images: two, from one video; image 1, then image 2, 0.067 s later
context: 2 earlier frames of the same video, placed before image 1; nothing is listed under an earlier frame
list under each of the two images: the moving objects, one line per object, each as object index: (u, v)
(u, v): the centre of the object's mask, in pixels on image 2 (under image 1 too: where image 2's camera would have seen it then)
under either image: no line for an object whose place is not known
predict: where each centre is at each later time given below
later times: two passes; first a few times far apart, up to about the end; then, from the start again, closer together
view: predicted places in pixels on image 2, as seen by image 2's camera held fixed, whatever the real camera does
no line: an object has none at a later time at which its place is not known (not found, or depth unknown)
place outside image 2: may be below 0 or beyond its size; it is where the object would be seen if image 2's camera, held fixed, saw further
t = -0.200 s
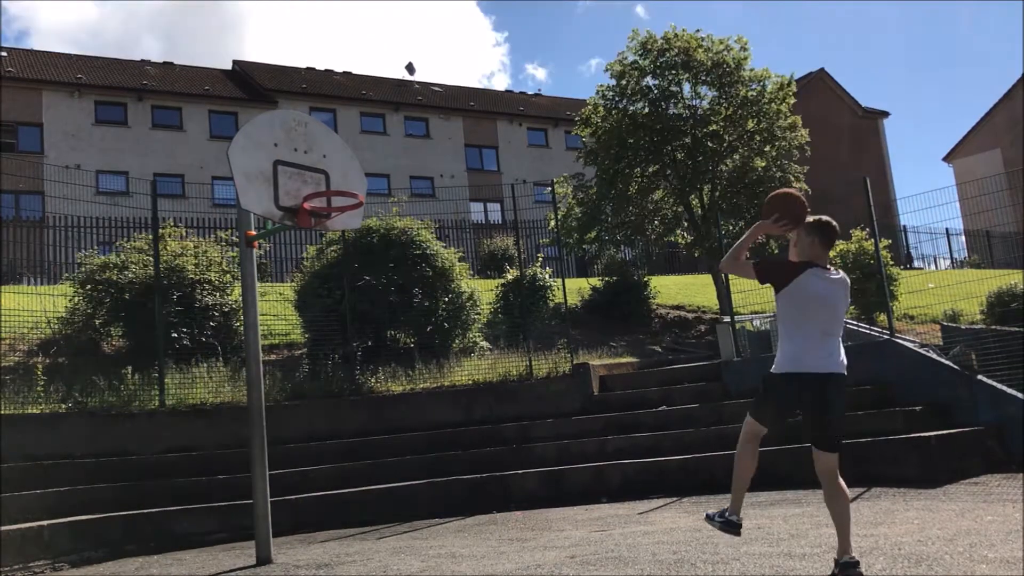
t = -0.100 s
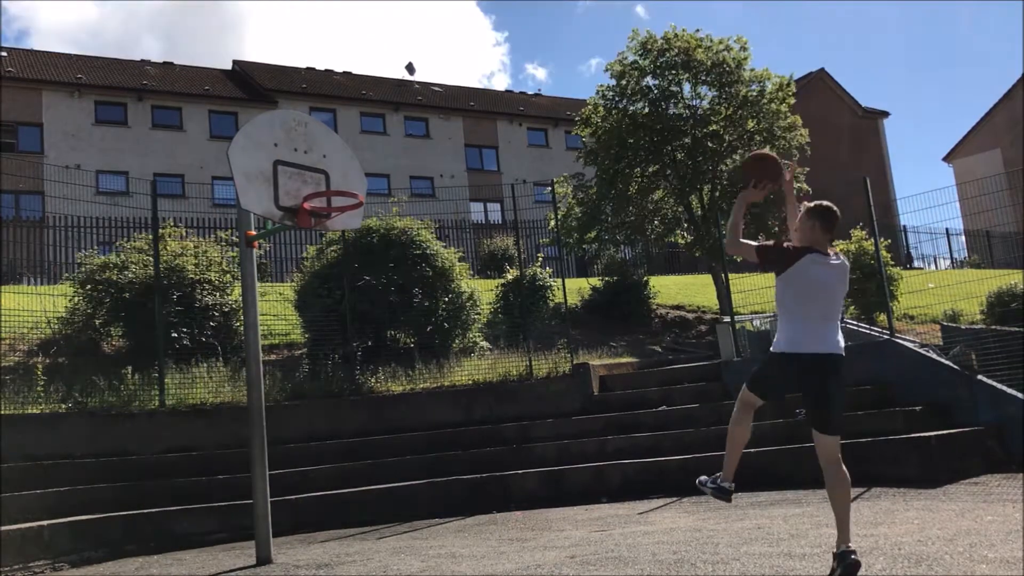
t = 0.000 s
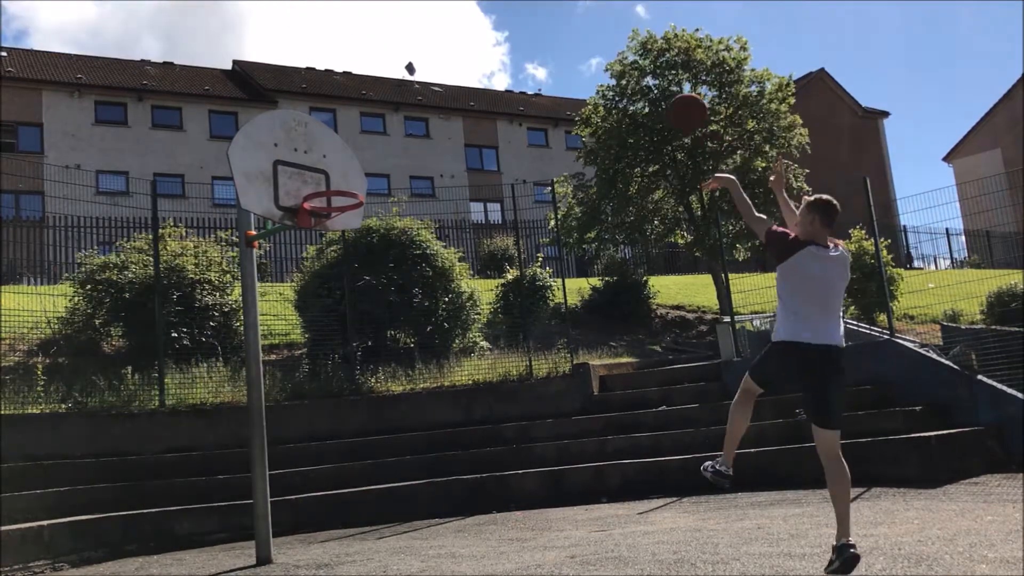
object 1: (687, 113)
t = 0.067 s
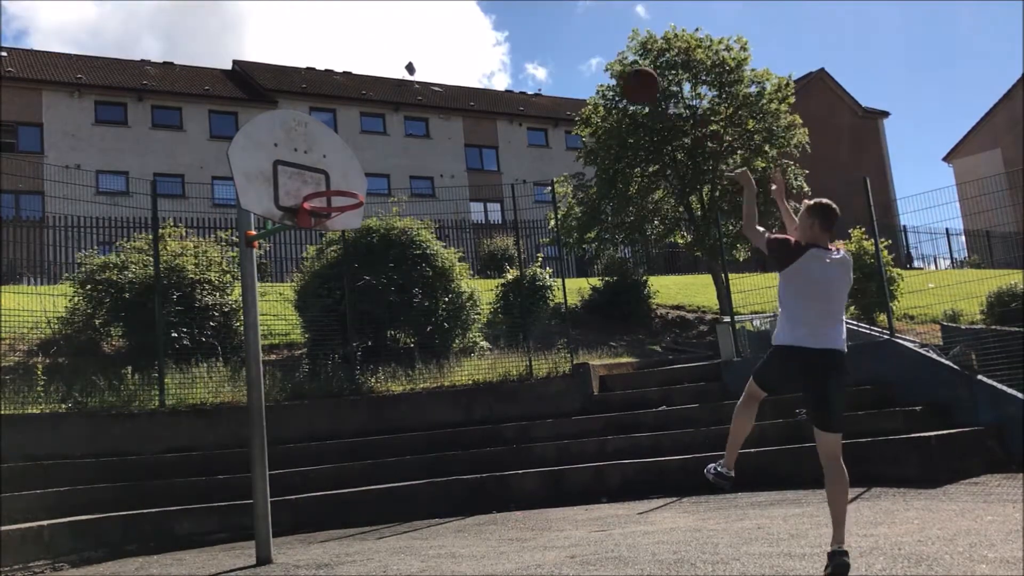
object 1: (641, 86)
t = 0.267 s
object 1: (524, 52)
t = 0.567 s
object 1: (397, 98)
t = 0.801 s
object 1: (319, 196)
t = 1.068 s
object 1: (317, 117)
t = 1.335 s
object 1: (331, 120)
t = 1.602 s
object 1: (339, 178)
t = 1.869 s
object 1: (319, 191)
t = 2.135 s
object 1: (348, 222)
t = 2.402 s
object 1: (385, 343)
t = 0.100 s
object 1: (619, 76)
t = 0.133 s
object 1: (597, 68)
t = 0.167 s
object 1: (578, 61)
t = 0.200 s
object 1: (559, 56)
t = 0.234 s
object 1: (541, 53)
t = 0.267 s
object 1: (524, 52)
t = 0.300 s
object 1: (508, 52)
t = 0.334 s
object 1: (492, 53)
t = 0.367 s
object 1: (477, 56)
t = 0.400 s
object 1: (462, 60)
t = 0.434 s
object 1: (448, 65)
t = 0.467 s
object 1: (434, 72)
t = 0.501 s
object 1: (421, 80)
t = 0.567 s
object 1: (397, 98)
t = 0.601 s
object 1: (385, 109)
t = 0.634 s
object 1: (373, 122)
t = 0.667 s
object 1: (361, 134)
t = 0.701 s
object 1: (351, 148)
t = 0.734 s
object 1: (340, 163)
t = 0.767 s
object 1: (330, 178)
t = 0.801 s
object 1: (319, 196)
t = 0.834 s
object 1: (317, 181)
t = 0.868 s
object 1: (316, 168)
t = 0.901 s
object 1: (312, 156)
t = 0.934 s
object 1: (312, 145)
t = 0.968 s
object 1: (313, 136)
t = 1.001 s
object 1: (314, 129)
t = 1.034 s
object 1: (315, 122)
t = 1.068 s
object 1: (317, 117)
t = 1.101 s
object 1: (318, 114)
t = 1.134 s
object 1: (320, 111)
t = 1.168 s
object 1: (322, 110)
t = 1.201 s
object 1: (323, 109)
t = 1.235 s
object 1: (325, 110)
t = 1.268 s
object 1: (327, 112)
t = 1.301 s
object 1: (329, 115)
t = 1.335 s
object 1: (331, 120)
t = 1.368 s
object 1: (333, 125)
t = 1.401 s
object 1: (335, 133)
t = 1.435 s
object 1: (338, 141)
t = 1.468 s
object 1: (340, 151)
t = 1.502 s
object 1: (343, 162)
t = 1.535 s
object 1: (346, 174)
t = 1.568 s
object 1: (345, 180)
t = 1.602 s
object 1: (339, 178)
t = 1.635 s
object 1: (335, 178)
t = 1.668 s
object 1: (330, 178)
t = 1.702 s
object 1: (326, 179)
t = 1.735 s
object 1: (321, 181)
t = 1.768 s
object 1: (317, 187)
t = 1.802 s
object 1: (313, 192)
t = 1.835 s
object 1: (316, 192)
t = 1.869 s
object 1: (319, 191)
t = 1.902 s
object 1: (322, 190)
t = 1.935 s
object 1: (326, 191)
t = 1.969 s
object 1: (329, 193)
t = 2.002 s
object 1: (333, 196)
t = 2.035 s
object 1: (336, 201)
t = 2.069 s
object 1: (341, 208)
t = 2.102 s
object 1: (344, 214)
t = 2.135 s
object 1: (348, 222)
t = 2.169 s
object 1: (352, 230)
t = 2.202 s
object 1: (357, 243)
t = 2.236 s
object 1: (362, 257)
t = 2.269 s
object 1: (365, 271)
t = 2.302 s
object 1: (371, 286)
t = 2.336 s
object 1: (375, 303)
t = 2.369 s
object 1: (380, 321)
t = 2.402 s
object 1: (385, 343)
